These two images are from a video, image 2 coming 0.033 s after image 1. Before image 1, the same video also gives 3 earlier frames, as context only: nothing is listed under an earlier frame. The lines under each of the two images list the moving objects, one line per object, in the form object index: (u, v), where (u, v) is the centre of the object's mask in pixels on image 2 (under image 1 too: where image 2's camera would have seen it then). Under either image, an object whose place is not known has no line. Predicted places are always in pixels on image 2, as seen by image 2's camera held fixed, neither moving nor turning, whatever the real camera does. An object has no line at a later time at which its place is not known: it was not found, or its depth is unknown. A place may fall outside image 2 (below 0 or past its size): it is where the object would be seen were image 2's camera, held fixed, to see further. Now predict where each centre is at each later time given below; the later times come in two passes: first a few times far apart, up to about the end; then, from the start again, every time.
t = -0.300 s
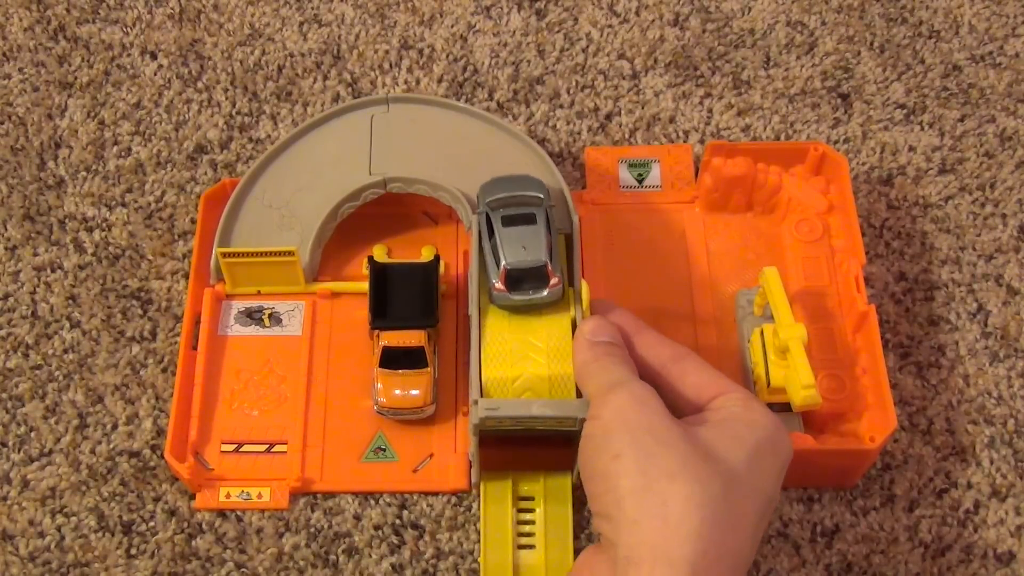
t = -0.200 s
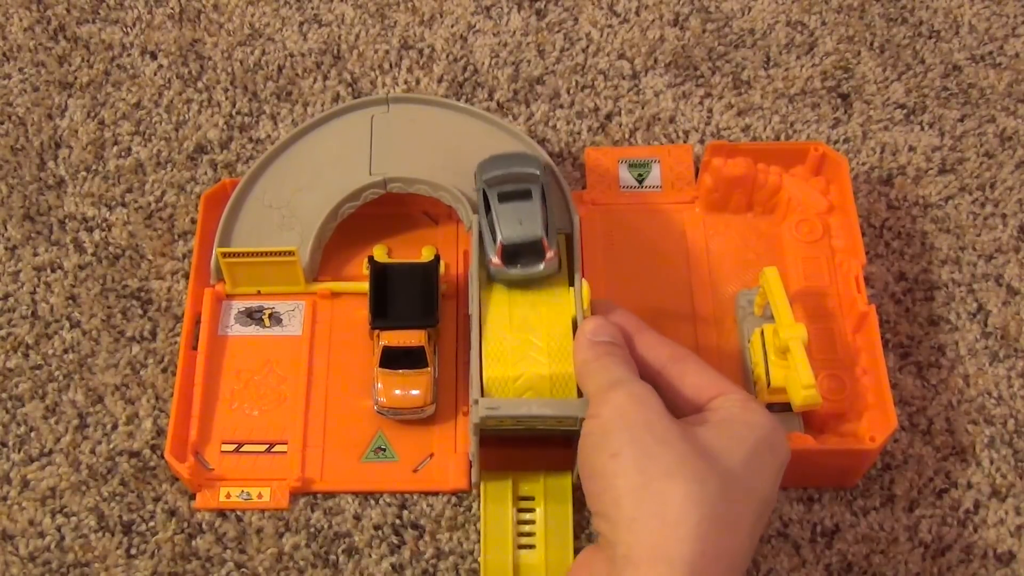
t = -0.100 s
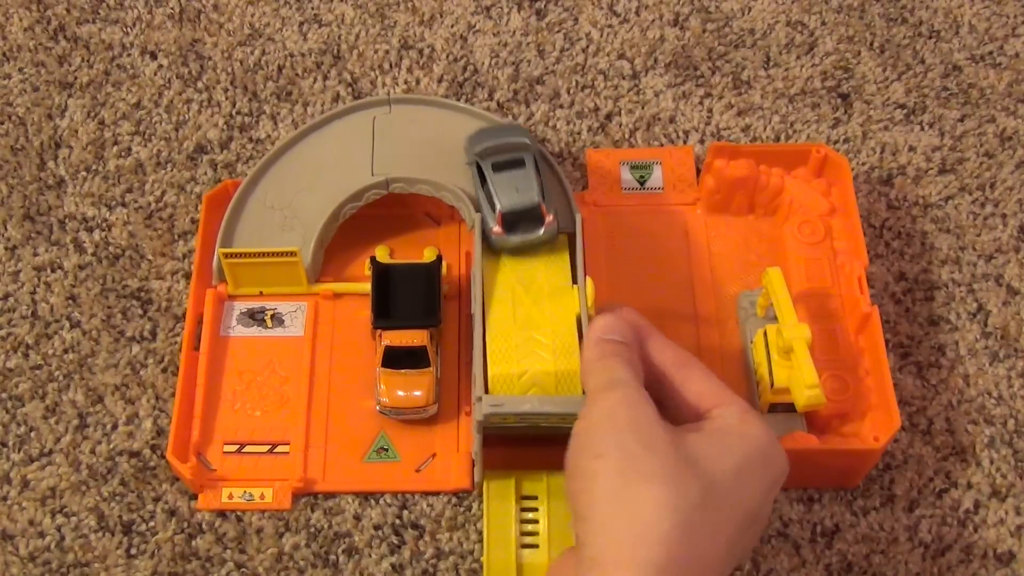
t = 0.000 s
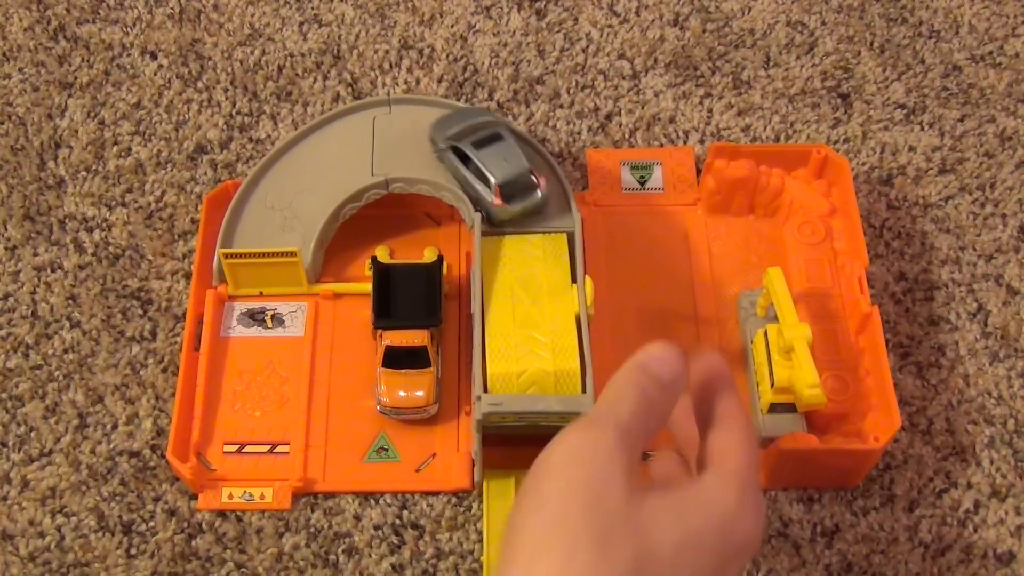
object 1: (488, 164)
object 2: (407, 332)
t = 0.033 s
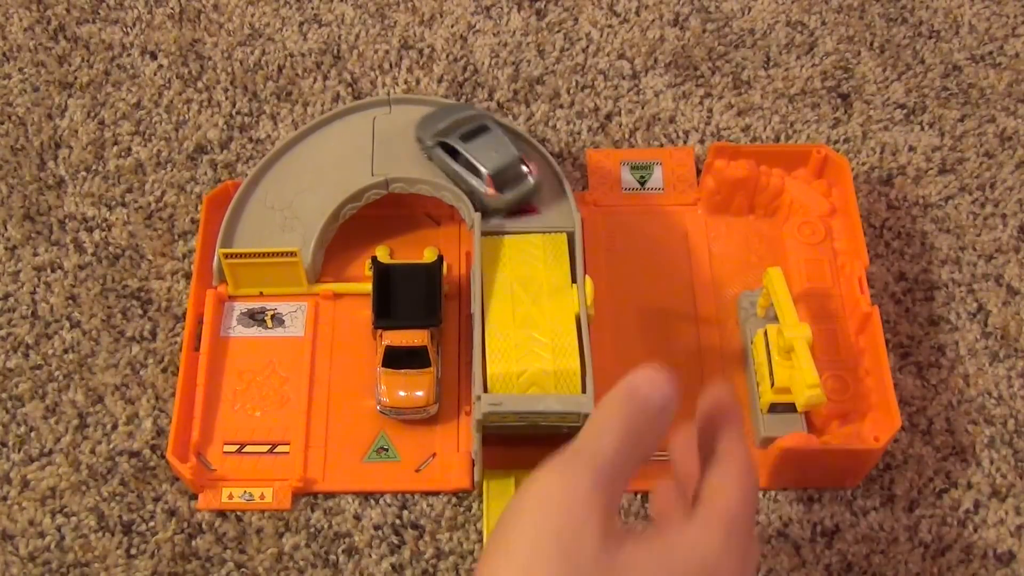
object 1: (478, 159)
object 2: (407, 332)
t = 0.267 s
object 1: (328, 157)
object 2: (407, 332)
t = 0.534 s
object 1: (233, 341)
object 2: (402, 410)
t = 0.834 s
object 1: (250, 423)
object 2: (399, 473)
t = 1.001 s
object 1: (252, 407)
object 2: (398, 471)
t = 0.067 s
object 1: (464, 148)
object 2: (407, 332)
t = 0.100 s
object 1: (451, 142)
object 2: (407, 332)
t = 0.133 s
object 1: (432, 137)
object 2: (407, 332)
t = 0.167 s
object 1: (410, 135)
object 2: (407, 332)
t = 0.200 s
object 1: (385, 137)
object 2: (407, 332)
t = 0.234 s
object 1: (359, 144)
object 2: (407, 332)
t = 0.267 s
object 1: (328, 157)
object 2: (407, 332)
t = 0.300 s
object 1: (294, 180)
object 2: (407, 332)
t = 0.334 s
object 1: (269, 207)
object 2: (407, 328)
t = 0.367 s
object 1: (252, 221)
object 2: (406, 339)
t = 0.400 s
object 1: (237, 243)
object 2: (405, 351)
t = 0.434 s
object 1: (226, 272)
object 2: (403, 357)
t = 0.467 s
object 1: (222, 295)
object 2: (401, 389)
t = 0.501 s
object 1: (222, 324)
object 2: (401, 401)
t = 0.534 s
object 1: (233, 341)
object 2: (402, 410)
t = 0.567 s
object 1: (241, 355)
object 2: (402, 416)
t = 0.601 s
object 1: (245, 367)
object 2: (403, 423)
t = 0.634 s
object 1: (248, 379)
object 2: (402, 434)
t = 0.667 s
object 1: (250, 390)
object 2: (401, 443)
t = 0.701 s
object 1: (251, 406)
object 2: (400, 450)
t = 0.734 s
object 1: (250, 416)
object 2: (400, 457)
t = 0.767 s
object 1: (250, 421)
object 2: (399, 463)
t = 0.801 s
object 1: (250, 423)
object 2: (399, 470)
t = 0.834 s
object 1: (250, 423)
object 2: (399, 473)
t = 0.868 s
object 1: (250, 421)
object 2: (398, 473)
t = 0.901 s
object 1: (251, 417)
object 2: (399, 471)
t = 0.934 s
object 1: (252, 412)
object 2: (398, 470)
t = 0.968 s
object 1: (252, 409)
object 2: (399, 471)
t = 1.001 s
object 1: (252, 407)
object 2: (398, 471)
